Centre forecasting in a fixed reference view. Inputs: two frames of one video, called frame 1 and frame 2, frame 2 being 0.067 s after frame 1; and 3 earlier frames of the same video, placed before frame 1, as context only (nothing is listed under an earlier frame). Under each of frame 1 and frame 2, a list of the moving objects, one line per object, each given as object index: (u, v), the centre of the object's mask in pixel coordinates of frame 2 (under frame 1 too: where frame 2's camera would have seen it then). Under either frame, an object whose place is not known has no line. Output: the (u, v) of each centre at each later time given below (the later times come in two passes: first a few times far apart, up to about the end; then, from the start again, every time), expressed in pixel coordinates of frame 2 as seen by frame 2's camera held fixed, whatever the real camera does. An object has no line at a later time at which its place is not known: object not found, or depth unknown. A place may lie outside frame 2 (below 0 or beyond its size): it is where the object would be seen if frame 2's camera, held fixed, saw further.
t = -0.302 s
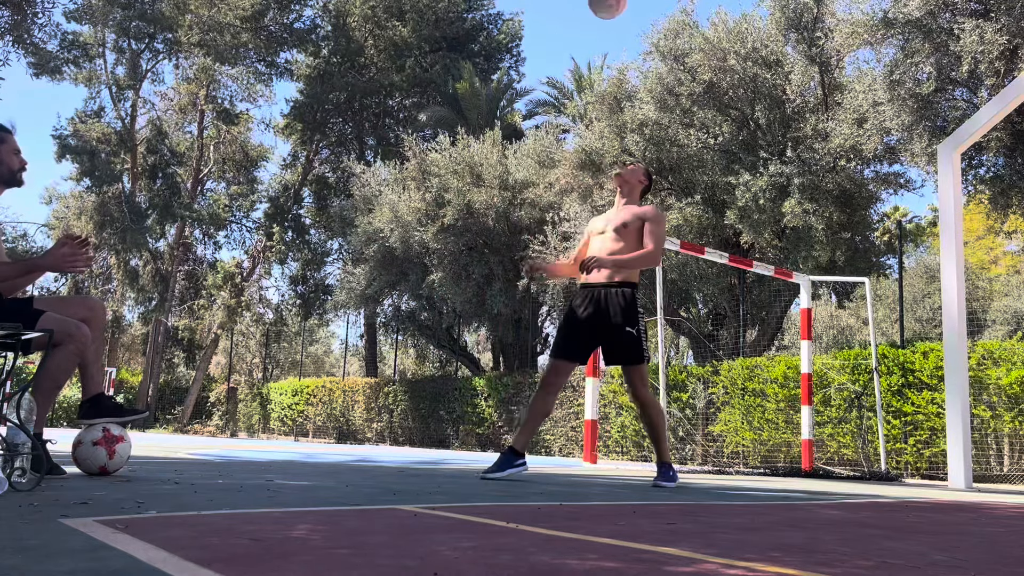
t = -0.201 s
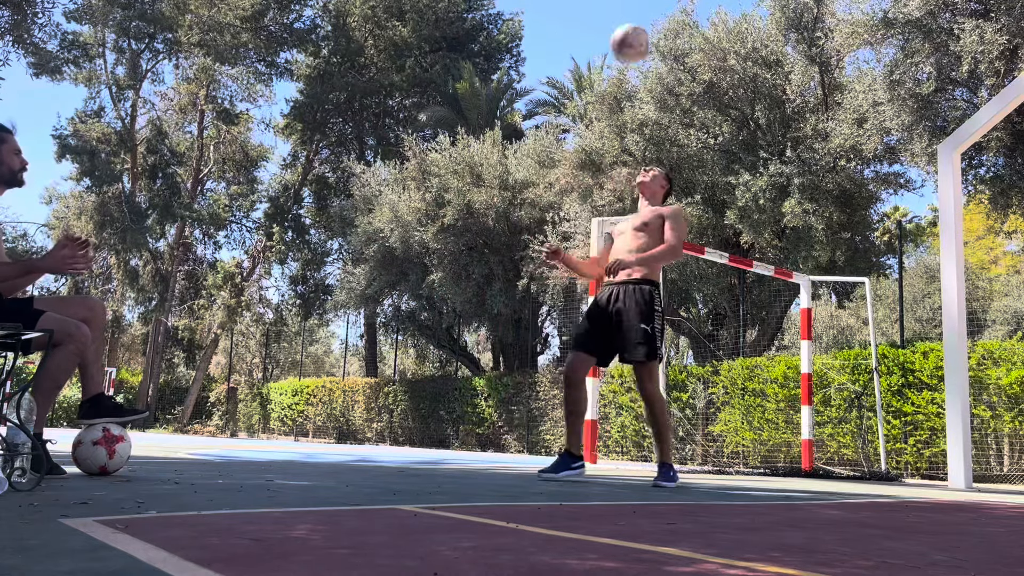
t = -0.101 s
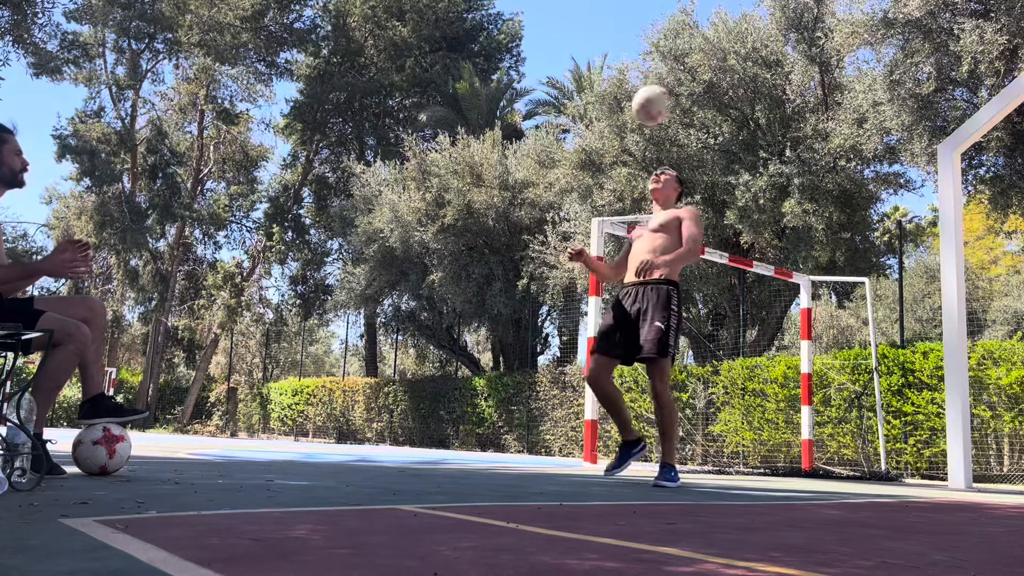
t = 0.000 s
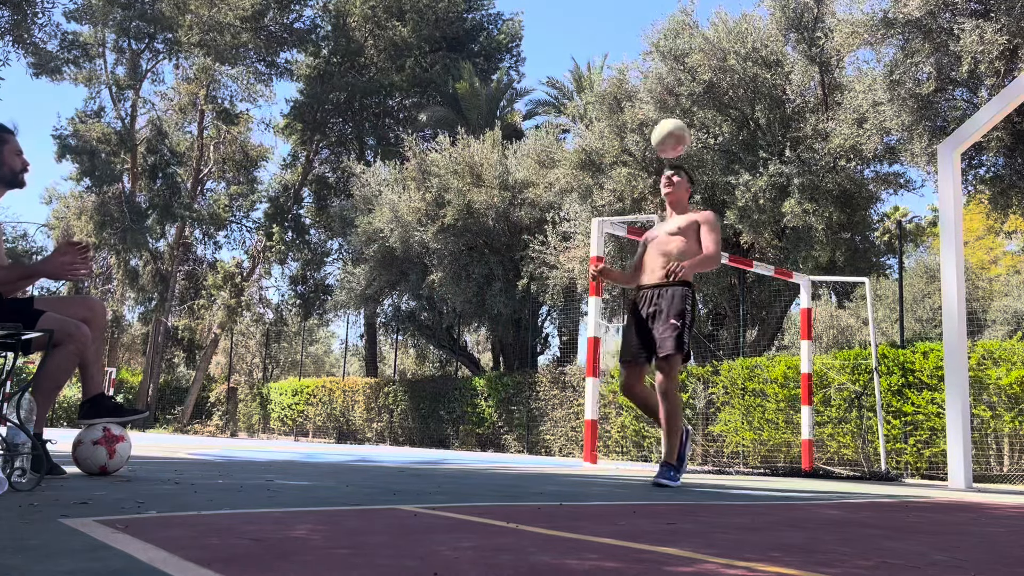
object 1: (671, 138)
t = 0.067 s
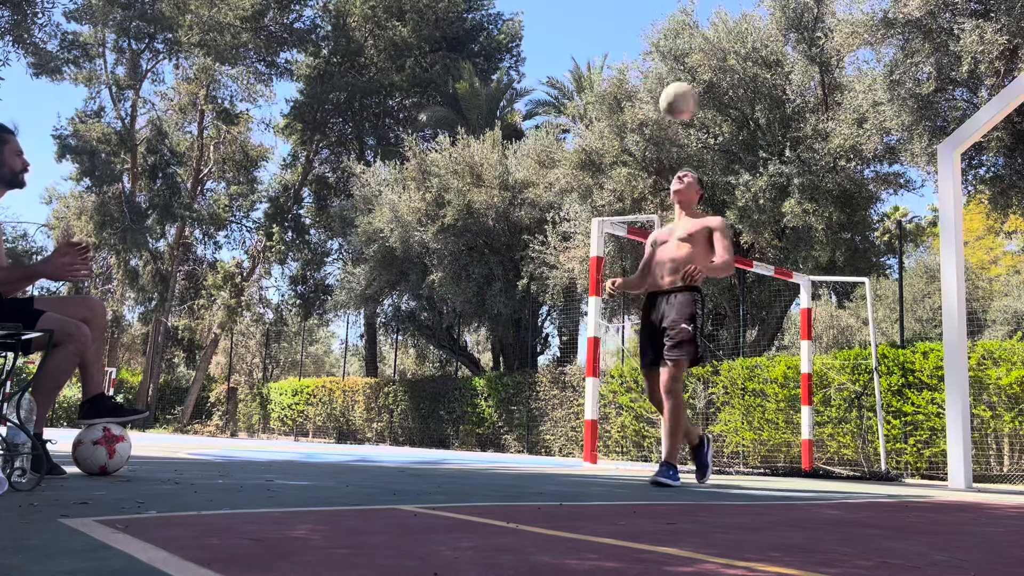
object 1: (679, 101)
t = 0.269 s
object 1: (700, 40)
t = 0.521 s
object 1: (728, 50)
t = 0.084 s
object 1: (681, 94)
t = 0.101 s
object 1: (682, 86)
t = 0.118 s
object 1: (685, 79)
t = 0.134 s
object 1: (687, 73)
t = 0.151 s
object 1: (689, 67)
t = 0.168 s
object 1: (690, 62)
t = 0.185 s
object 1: (692, 58)
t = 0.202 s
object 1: (694, 53)
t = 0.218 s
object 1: (697, 48)
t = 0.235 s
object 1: (698, 45)
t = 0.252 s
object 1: (700, 42)
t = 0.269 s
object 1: (700, 40)
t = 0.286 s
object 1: (703, 38)
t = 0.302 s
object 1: (704, 37)
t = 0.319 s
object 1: (706, 35)
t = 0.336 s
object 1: (709, 33)
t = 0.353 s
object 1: (710, 34)
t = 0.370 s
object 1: (713, 32)
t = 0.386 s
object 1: (715, 32)
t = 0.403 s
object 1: (716, 32)
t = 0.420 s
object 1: (718, 33)
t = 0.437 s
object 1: (719, 34)
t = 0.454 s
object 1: (722, 36)
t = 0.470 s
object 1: (724, 39)
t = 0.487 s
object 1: (725, 42)
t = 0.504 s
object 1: (726, 44)
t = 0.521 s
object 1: (728, 50)
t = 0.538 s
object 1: (731, 54)
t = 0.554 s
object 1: (732, 58)
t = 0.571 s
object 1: (735, 63)
